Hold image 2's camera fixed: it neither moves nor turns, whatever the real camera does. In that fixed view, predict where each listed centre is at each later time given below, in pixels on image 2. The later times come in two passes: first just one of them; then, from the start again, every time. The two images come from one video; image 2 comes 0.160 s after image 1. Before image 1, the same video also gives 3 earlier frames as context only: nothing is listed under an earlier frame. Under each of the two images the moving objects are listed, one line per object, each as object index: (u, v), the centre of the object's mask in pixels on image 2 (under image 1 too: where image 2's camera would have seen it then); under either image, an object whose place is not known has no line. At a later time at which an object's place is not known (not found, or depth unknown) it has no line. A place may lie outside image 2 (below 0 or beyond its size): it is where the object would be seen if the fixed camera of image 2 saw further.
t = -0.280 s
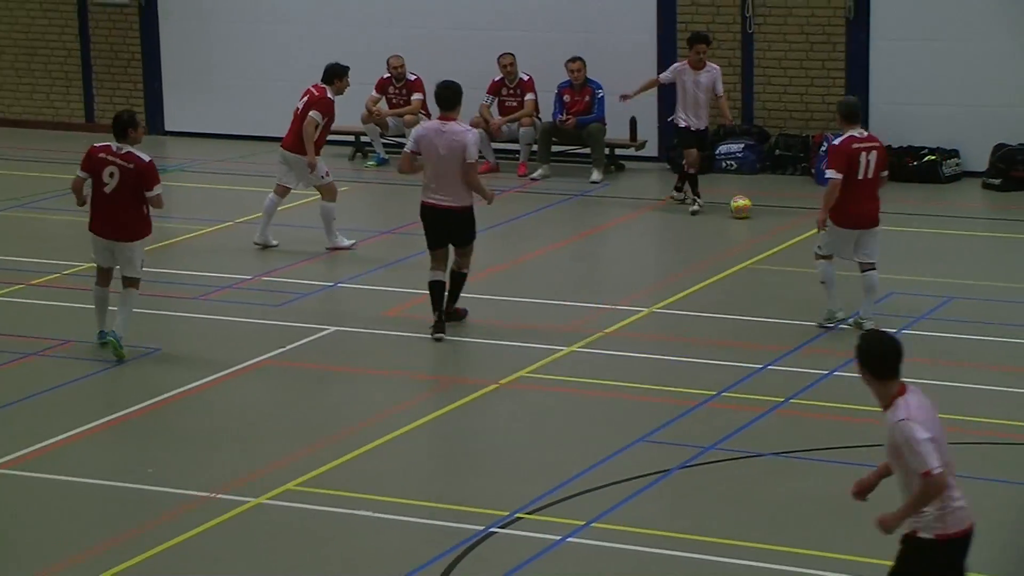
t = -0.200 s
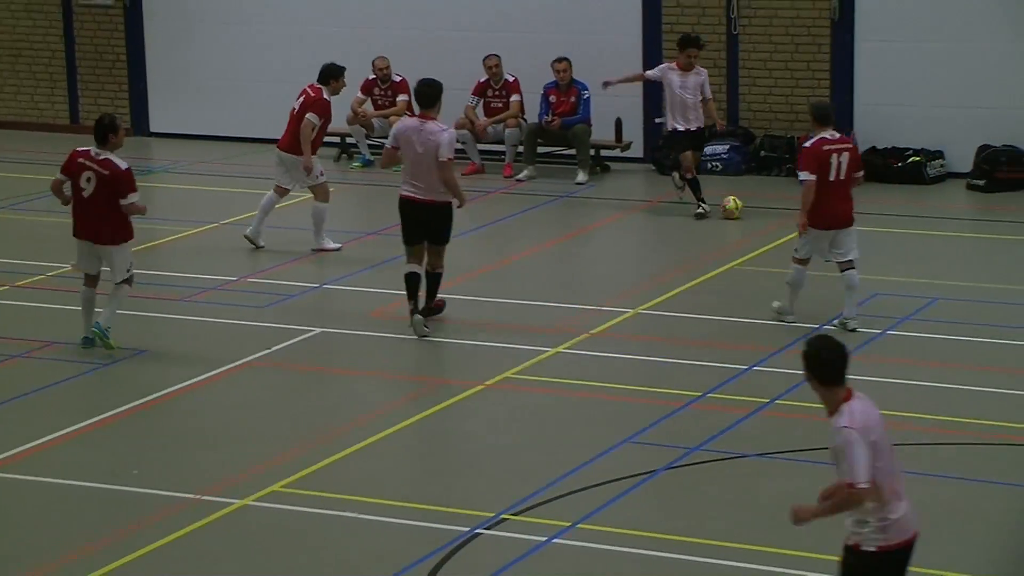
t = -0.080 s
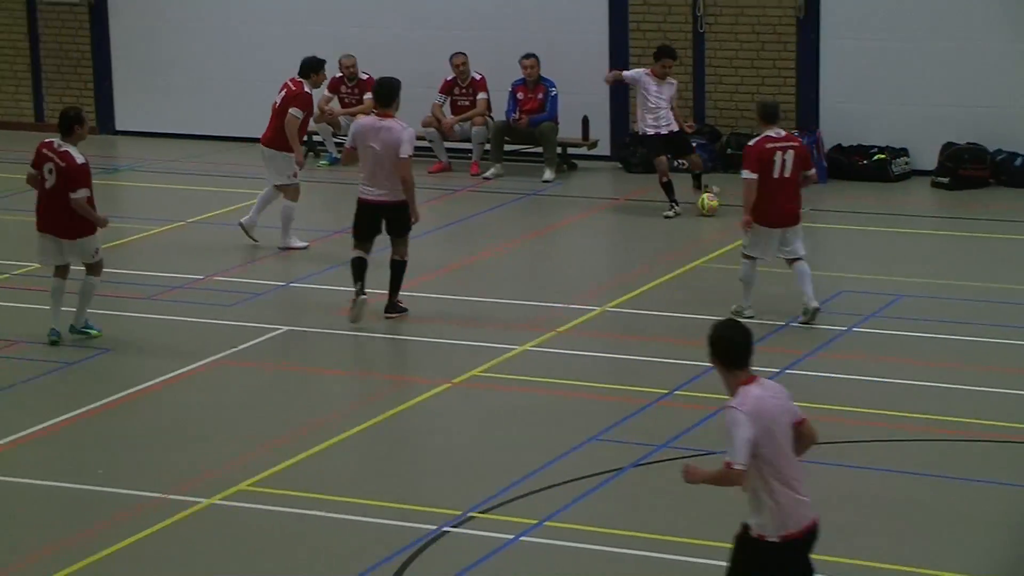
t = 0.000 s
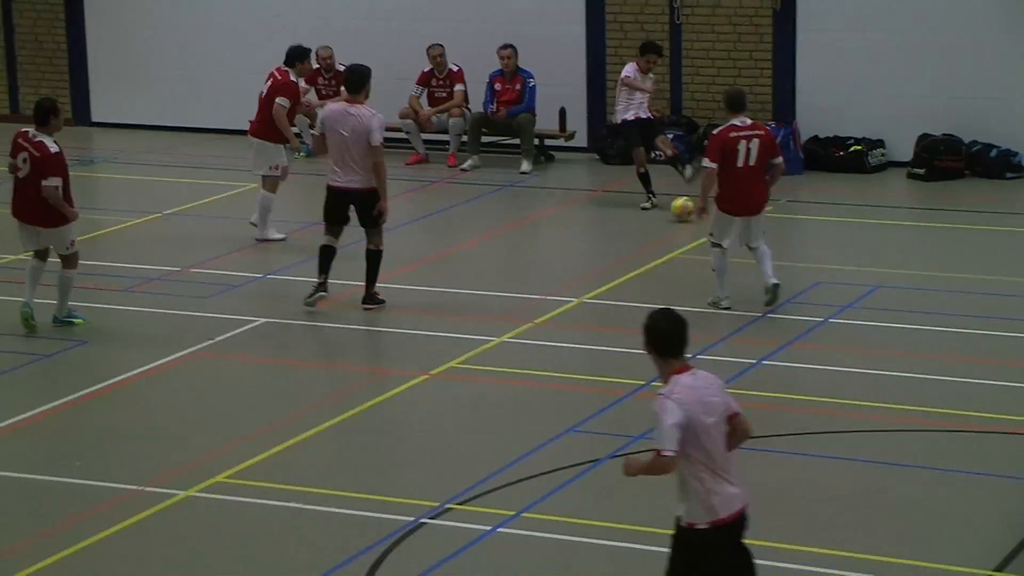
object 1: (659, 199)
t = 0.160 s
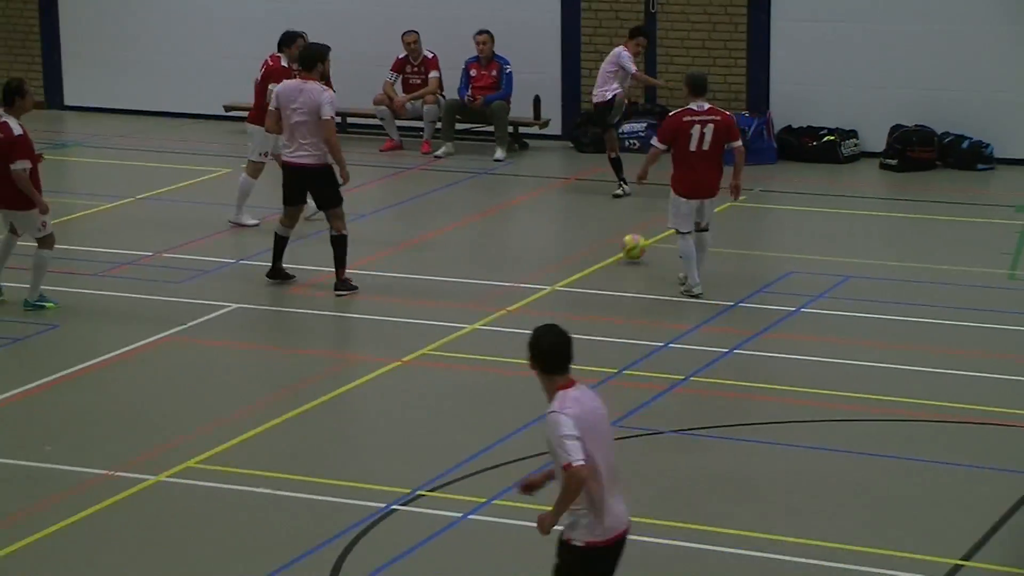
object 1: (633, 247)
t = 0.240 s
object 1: (619, 279)
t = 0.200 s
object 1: (627, 261)
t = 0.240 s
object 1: (619, 279)
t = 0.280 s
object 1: (611, 294)
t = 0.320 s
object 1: (602, 309)
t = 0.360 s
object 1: (594, 323)
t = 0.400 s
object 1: (585, 339)
